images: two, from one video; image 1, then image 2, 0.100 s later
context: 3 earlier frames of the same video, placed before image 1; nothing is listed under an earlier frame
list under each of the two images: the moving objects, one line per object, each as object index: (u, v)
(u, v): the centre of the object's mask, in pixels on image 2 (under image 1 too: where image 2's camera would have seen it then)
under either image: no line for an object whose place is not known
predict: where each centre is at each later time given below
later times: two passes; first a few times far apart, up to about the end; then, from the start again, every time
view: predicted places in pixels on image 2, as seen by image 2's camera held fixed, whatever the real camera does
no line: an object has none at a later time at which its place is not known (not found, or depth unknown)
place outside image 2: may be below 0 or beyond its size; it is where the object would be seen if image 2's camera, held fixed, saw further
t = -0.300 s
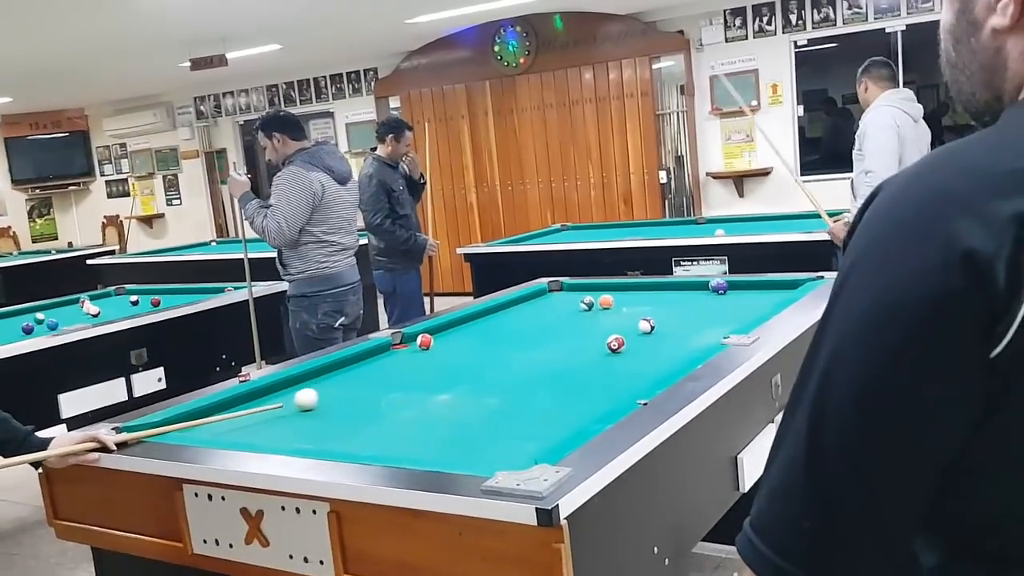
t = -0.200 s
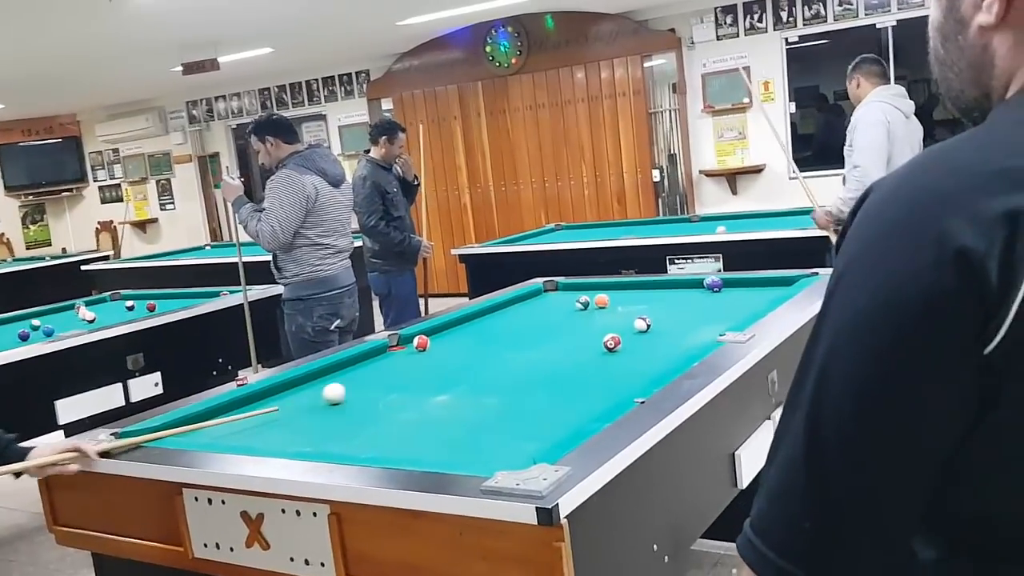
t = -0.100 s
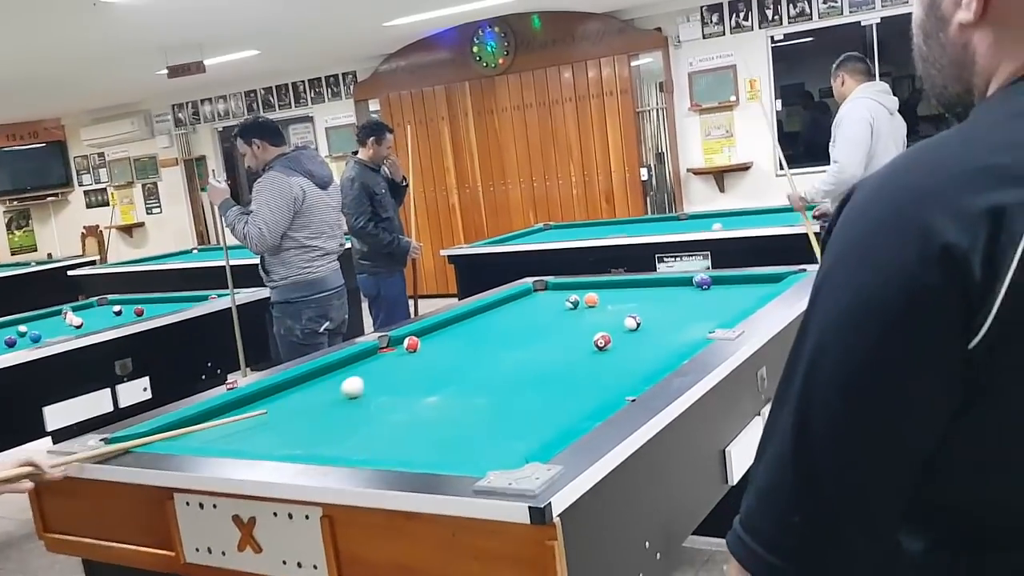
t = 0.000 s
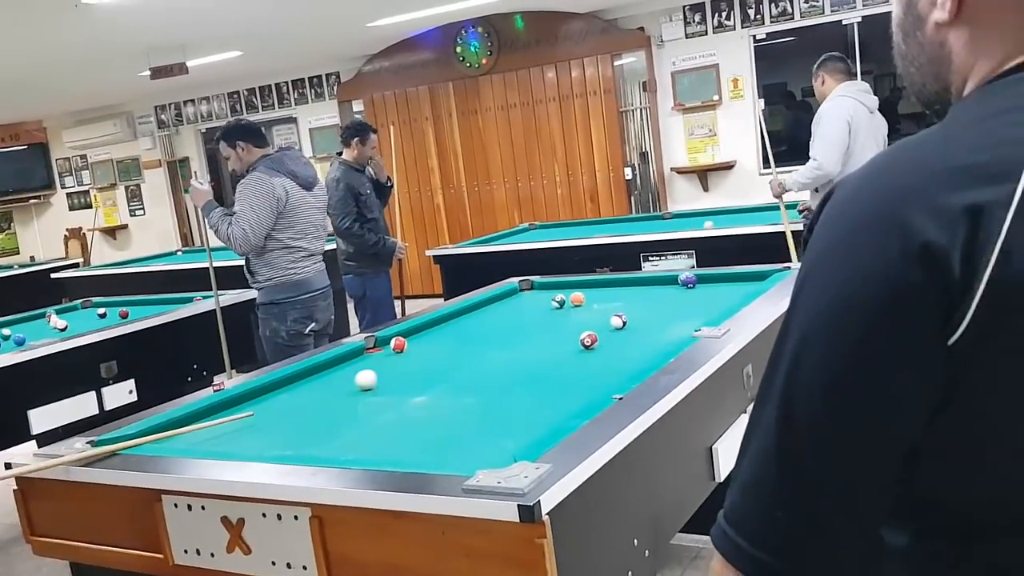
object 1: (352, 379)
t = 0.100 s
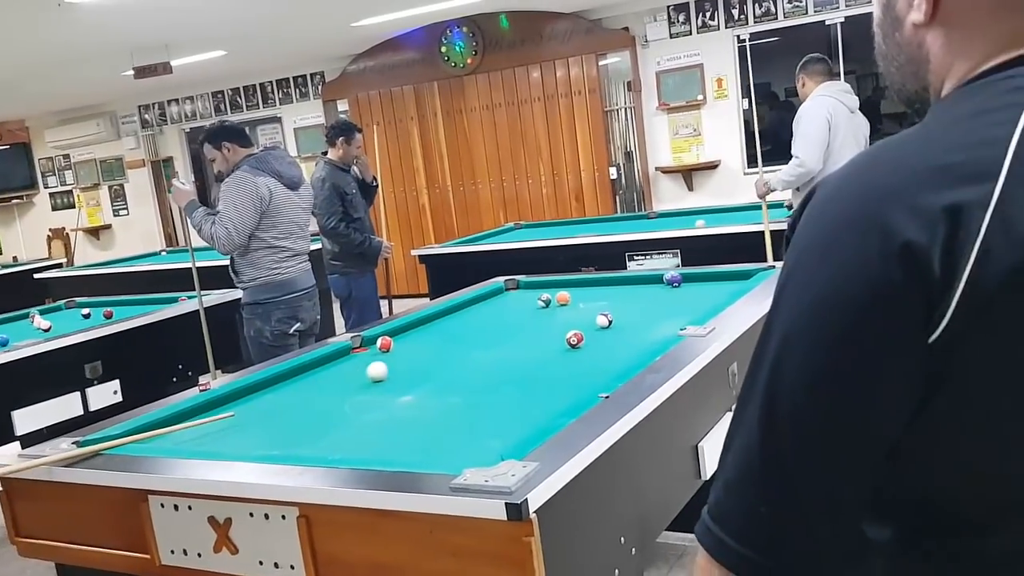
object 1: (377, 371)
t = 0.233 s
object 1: (408, 362)
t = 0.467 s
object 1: (455, 346)
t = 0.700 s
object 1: (497, 333)
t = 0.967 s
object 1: (540, 319)
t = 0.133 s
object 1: (385, 369)
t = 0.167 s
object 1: (392, 366)
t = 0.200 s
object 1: (400, 364)
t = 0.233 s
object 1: (408, 362)
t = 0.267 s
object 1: (415, 359)
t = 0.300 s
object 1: (422, 357)
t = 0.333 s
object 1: (429, 355)
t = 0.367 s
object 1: (435, 353)
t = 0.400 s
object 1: (443, 351)
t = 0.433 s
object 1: (449, 348)
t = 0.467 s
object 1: (455, 346)
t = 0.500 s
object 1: (462, 345)
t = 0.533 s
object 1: (468, 342)
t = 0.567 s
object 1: (474, 341)
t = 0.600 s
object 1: (480, 339)
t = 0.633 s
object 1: (486, 337)
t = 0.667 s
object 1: (492, 335)
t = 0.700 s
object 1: (497, 333)
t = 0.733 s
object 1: (503, 331)
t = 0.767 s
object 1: (508, 330)
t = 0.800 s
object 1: (514, 328)
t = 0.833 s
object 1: (519, 326)
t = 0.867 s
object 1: (525, 325)
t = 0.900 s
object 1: (530, 323)
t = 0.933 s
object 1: (535, 321)
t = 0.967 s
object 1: (540, 319)
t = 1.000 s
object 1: (545, 318)
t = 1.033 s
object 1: (550, 317)
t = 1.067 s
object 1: (555, 315)
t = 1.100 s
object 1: (559, 314)
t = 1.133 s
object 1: (564, 312)
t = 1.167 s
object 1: (569, 311)
